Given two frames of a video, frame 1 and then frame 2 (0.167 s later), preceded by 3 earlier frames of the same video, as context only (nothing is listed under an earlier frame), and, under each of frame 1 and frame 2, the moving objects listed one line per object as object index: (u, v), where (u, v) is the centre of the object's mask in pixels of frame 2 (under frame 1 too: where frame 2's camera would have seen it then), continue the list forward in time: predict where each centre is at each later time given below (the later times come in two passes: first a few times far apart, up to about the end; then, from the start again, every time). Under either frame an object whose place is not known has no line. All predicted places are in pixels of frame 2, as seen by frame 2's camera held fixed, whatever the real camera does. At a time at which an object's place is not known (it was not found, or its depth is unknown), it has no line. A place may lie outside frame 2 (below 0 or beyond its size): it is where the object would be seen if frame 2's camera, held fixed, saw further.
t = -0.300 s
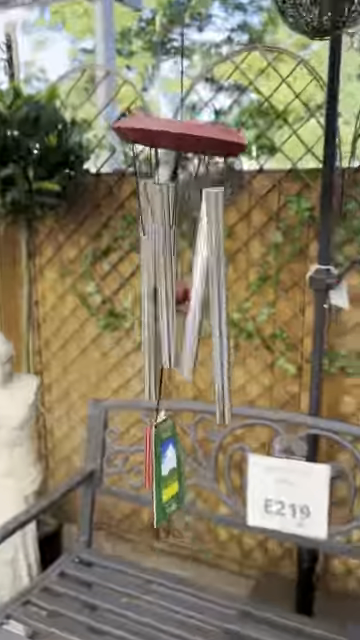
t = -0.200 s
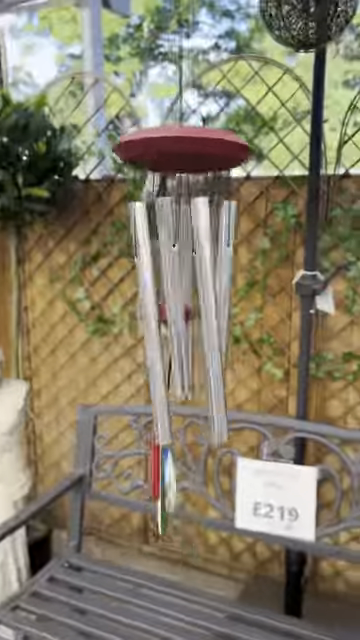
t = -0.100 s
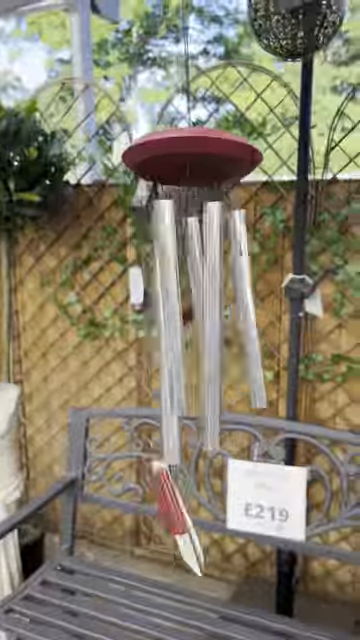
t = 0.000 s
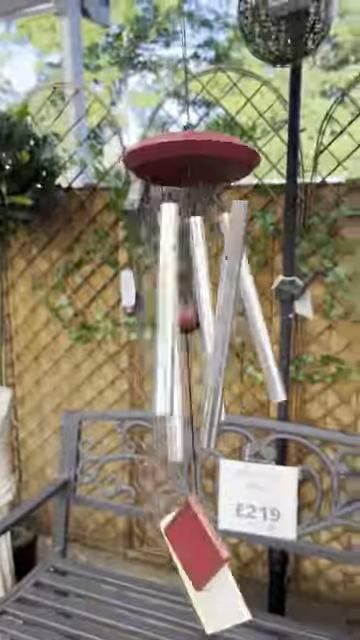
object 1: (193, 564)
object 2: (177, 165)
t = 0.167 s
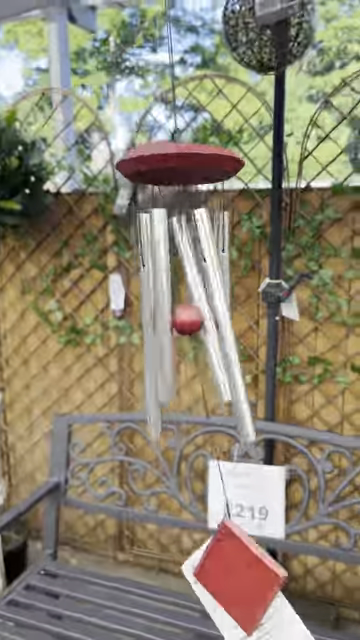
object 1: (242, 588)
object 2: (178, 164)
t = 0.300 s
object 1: (248, 582)
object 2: (173, 169)
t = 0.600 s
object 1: (140, 486)
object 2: (158, 175)
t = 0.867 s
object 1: (116, 466)
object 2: (155, 173)
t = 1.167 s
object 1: (195, 559)
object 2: (159, 173)
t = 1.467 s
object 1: (200, 557)
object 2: (164, 169)
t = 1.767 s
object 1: (167, 498)
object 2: (153, 173)
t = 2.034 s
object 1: (167, 487)
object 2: (150, 172)
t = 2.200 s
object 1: (178, 518)
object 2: (157, 171)
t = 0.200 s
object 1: (248, 588)
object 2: (176, 165)
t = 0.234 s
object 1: (251, 587)
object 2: (174, 167)
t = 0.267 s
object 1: (251, 585)
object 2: (173, 168)
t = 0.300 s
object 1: (248, 582)
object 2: (173, 169)
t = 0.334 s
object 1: (242, 578)
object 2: (172, 170)
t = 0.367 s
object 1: (233, 573)
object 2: (170, 171)
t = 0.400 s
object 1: (221, 564)
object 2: (169, 173)
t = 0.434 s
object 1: (208, 553)
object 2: (166, 174)
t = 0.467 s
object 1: (193, 541)
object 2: (163, 175)
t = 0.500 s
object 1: (178, 527)
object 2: (161, 175)
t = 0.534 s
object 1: (164, 513)
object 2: (160, 175)
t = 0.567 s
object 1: (151, 500)
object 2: (159, 175)
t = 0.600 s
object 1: (140, 486)
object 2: (158, 175)
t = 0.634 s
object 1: (130, 476)
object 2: (157, 175)
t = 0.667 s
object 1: (123, 469)
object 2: (156, 174)
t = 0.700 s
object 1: (117, 463)
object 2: (156, 174)
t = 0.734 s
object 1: (113, 458)
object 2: (156, 174)
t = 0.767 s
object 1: (109, 456)
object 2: (155, 174)
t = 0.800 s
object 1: (110, 451)
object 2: (155, 173)
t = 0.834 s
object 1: (116, 453)
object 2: (154, 173)
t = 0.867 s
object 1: (116, 466)
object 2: (155, 173)
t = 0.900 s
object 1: (121, 474)
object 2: (155, 173)
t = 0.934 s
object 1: (125, 486)
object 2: (155, 173)
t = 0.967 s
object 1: (131, 499)
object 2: (156, 173)
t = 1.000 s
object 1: (138, 512)
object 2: (157, 173)
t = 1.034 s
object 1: (146, 524)
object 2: (157, 173)
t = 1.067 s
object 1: (159, 533)
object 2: (158, 173)
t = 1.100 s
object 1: (171, 541)
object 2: (158, 174)
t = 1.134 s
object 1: (183, 553)
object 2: (159, 174)
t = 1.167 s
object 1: (195, 559)
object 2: (159, 173)
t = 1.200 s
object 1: (206, 562)
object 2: (161, 172)
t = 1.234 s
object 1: (216, 563)
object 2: (164, 172)
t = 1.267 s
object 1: (221, 563)
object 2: (165, 171)
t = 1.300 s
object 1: (224, 563)
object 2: (165, 171)
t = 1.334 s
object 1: (223, 563)
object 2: (165, 170)
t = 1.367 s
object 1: (220, 564)
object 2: (165, 170)
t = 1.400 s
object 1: (215, 562)
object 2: (165, 170)
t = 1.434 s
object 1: (208, 560)
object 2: (165, 169)
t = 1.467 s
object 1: (200, 557)
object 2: (164, 169)
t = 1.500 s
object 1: (194, 552)
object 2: (163, 169)
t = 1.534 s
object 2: (163, 169)
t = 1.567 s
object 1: (185, 541)
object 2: (162, 169)
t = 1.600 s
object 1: (181, 531)
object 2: (160, 169)
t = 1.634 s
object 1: (178, 524)
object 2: (161, 170)
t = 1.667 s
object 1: (176, 519)
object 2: (159, 170)
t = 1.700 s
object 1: (173, 512)
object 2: (158, 171)
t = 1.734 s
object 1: (169, 504)
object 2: (156, 172)
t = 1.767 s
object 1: (167, 498)
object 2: (153, 173)
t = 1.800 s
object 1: (164, 491)
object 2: (151, 173)
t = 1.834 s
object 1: (163, 483)
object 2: (148, 173)
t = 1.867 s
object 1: (163, 480)
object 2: (147, 173)
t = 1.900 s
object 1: (162, 478)
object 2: (146, 172)
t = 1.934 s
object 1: (163, 478)
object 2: (146, 172)
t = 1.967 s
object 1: (164, 479)
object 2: (146, 172)
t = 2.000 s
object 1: (165, 482)
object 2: (148, 172)
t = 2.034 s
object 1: (167, 487)
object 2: (150, 172)
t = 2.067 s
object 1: (170, 492)
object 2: (151, 171)
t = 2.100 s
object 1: (172, 498)
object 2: (152, 171)
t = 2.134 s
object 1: (175, 505)
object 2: (155, 171)
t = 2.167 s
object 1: (176, 511)
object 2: (156, 171)
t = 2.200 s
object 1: (178, 518)
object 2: (157, 171)
